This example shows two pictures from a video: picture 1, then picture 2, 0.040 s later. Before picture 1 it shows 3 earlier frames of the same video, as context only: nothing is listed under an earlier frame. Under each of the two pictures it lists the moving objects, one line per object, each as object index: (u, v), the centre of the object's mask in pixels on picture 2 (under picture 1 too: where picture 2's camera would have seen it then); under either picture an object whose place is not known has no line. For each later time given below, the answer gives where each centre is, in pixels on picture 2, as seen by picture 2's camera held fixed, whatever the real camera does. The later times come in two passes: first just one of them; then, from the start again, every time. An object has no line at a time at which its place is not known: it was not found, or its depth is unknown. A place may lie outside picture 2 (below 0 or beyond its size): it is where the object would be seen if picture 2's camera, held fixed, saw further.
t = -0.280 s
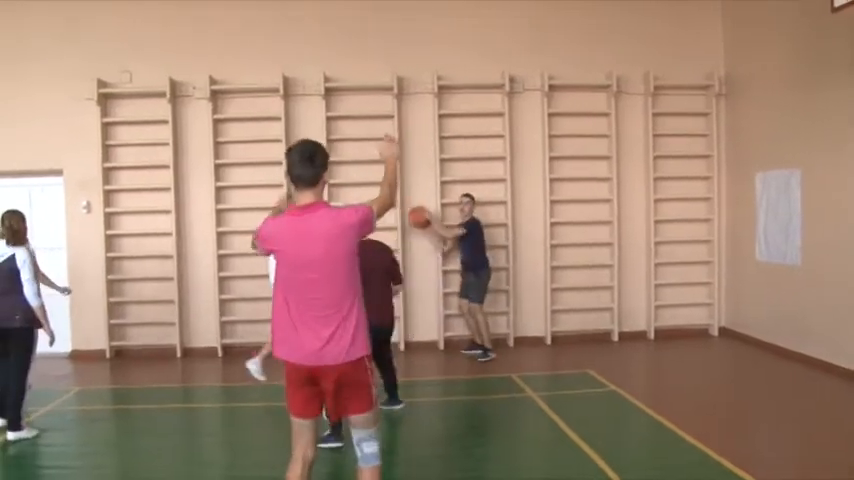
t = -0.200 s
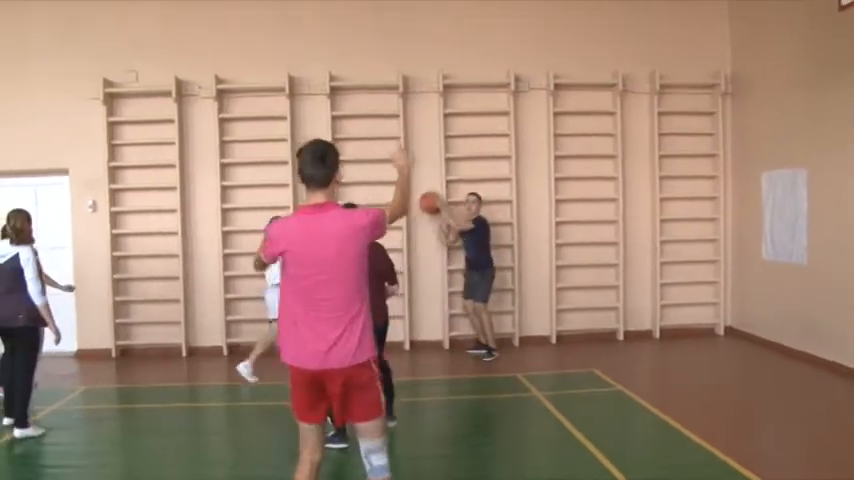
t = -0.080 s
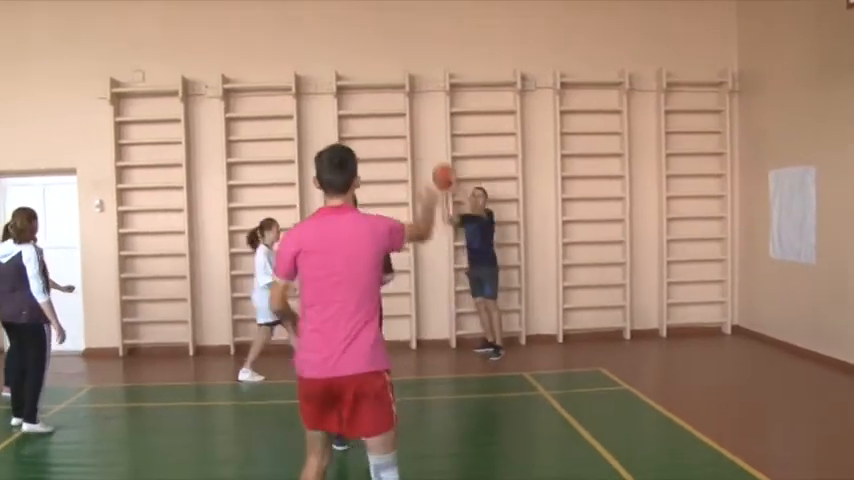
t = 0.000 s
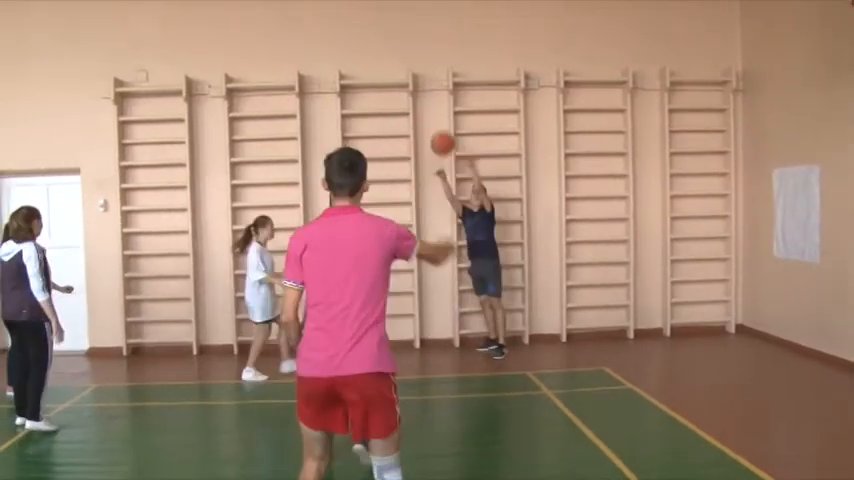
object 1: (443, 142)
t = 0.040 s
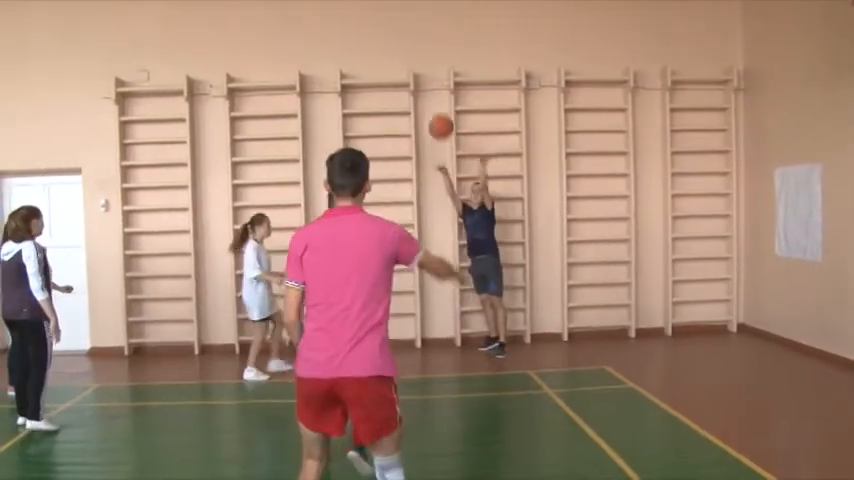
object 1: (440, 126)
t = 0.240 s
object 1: (425, 58)
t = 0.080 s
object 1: (438, 111)
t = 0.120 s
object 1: (435, 97)
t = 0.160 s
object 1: (432, 83)
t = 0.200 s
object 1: (429, 71)
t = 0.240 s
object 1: (425, 58)
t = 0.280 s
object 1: (422, 49)
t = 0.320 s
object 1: (418, 39)
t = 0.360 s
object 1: (413, 32)
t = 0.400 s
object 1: (408, 25)
